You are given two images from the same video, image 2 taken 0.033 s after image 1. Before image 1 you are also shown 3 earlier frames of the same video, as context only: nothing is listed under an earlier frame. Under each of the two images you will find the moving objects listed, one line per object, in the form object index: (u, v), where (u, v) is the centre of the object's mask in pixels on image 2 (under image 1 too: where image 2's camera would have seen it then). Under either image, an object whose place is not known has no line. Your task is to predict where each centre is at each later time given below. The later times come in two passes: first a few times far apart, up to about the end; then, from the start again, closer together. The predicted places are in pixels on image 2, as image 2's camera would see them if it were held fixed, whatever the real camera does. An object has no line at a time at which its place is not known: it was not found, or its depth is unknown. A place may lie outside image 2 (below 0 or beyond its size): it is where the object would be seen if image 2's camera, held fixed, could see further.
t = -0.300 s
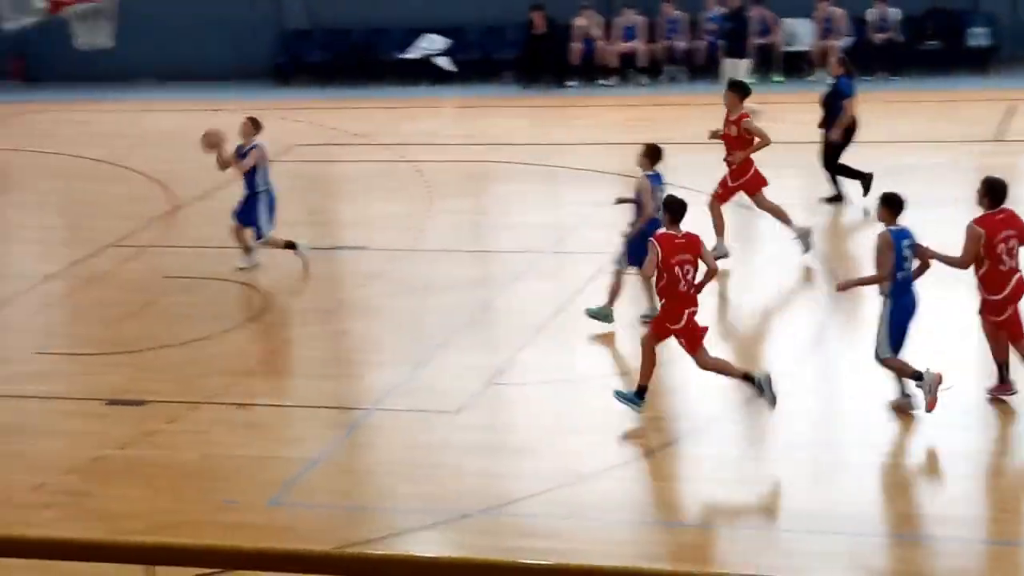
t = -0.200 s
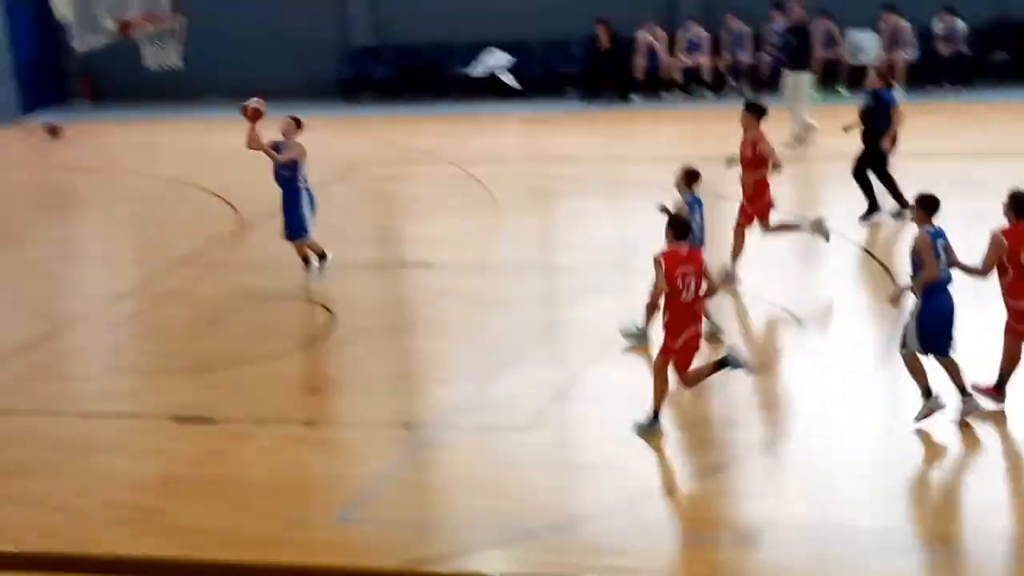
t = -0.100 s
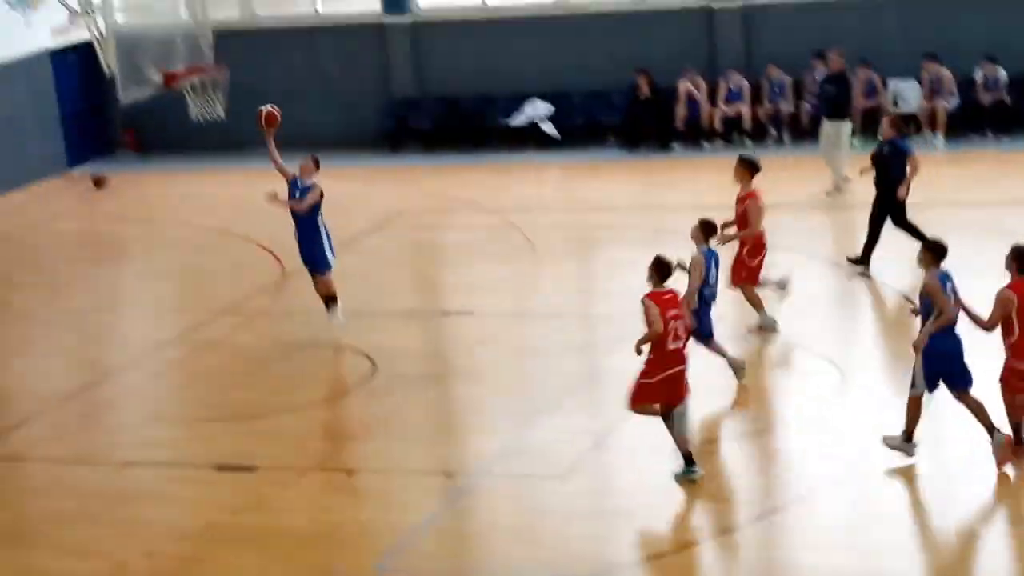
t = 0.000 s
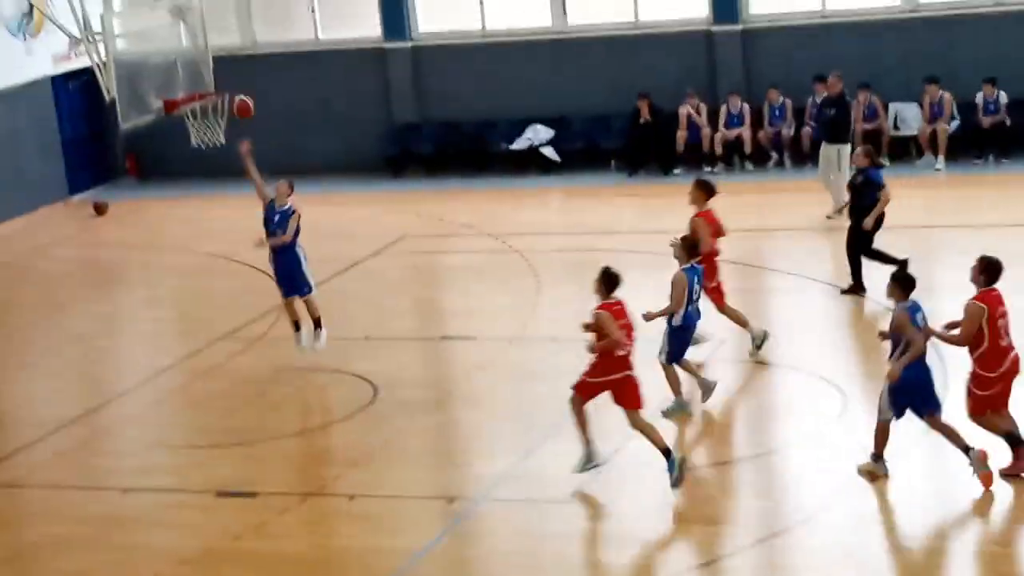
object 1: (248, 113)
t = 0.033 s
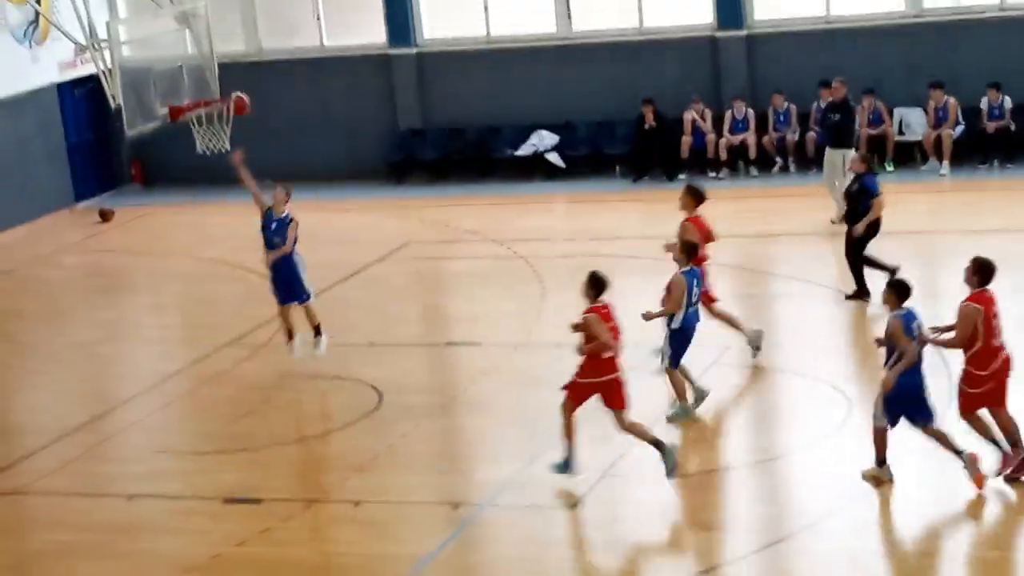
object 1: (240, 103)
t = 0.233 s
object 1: (205, 73)
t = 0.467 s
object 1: (215, 96)
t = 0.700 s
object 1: (226, 148)
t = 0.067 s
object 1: (230, 93)
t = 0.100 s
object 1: (221, 89)
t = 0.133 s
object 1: (212, 83)
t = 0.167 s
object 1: (205, 78)
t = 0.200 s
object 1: (205, 75)
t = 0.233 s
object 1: (205, 73)
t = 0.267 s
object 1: (206, 74)
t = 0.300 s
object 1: (207, 74)
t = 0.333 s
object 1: (208, 76)
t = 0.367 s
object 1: (210, 80)
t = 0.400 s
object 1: (212, 84)
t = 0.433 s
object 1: (213, 90)
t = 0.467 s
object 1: (215, 96)
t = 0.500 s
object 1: (216, 103)
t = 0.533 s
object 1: (218, 112)
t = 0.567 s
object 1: (218, 121)
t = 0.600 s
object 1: (221, 126)
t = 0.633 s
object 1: (221, 130)
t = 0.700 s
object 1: (226, 148)
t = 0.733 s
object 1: (227, 153)
